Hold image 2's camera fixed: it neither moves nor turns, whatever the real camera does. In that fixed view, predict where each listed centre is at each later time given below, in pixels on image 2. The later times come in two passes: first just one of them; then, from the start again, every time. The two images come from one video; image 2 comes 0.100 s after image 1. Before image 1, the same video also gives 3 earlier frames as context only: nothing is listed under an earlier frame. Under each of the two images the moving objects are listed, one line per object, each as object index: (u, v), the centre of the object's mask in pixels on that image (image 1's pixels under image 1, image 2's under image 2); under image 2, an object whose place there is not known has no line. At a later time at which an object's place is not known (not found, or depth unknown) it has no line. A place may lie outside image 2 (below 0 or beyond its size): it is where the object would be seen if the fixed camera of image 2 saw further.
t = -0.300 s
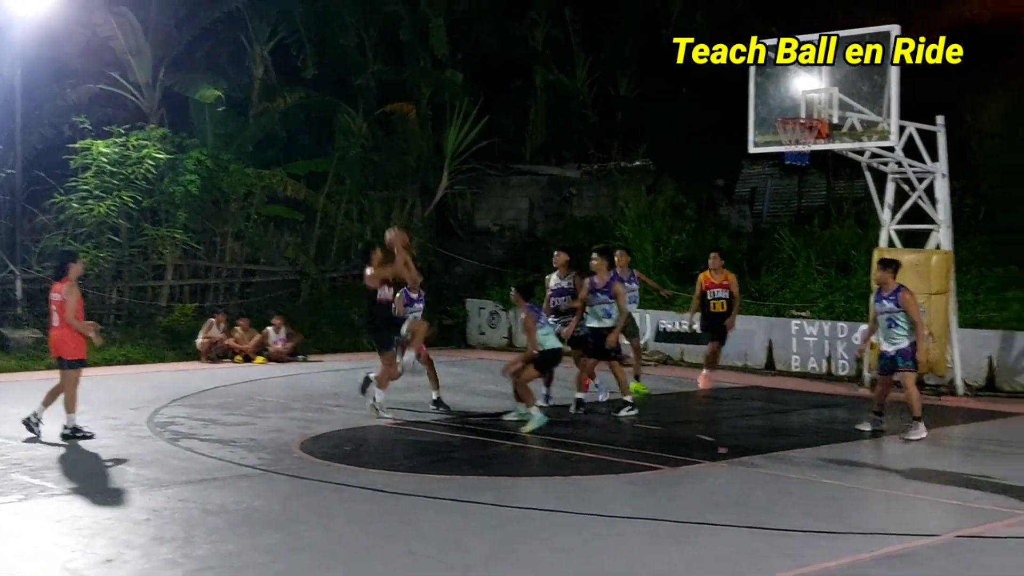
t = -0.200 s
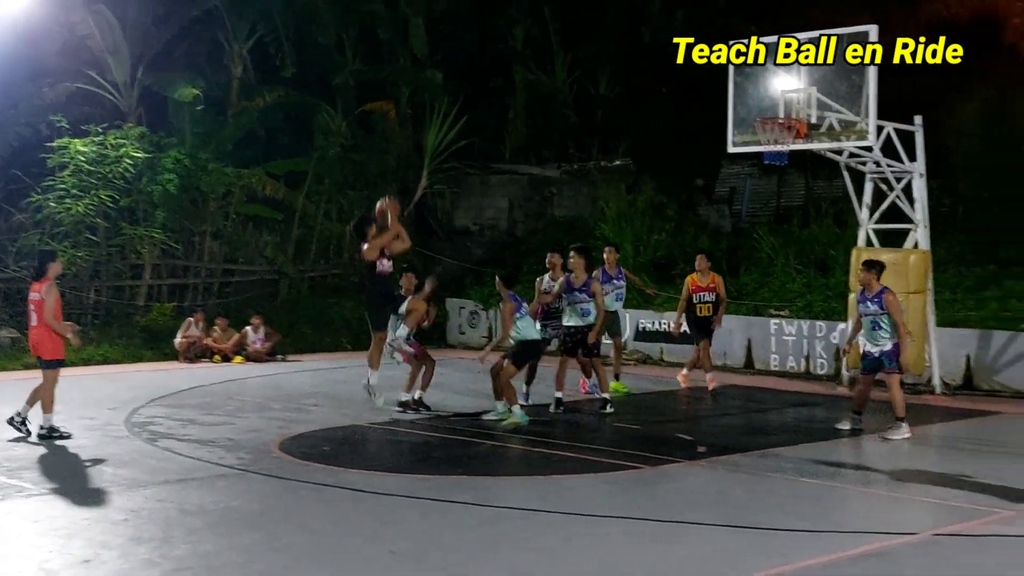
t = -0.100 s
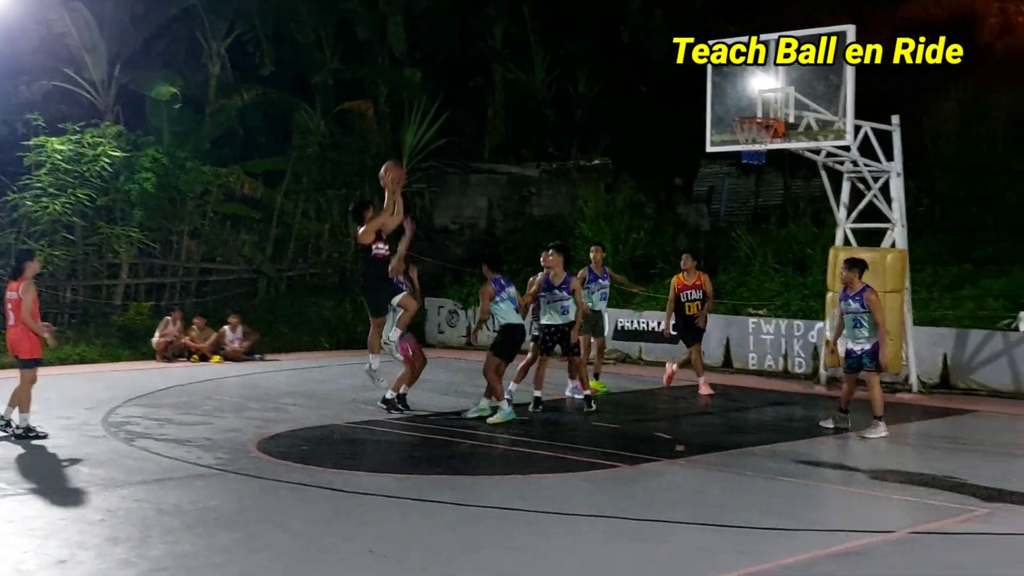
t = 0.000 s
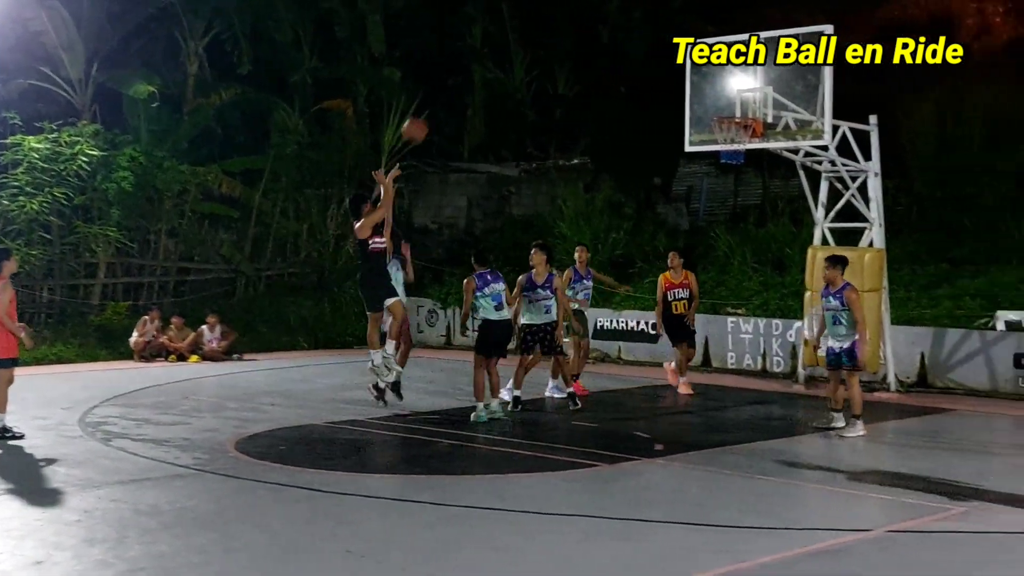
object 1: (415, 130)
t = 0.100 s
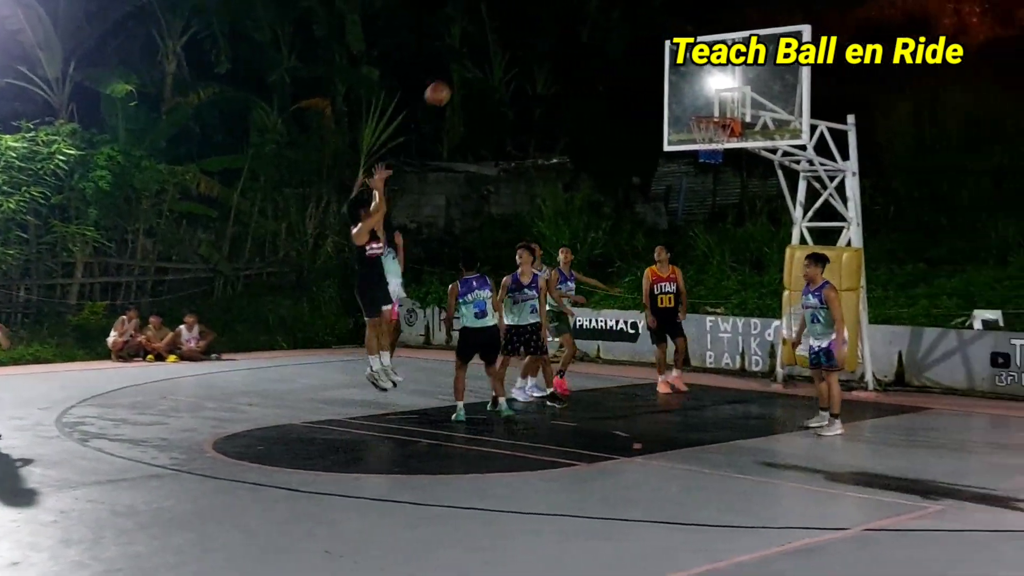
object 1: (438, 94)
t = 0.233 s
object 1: (492, 63)
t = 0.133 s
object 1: (451, 85)
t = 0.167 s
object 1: (465, 76)
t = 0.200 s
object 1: (478, 69)
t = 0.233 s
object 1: (492, 63)
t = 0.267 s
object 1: (505, 58)
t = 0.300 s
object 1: (520, 54)
